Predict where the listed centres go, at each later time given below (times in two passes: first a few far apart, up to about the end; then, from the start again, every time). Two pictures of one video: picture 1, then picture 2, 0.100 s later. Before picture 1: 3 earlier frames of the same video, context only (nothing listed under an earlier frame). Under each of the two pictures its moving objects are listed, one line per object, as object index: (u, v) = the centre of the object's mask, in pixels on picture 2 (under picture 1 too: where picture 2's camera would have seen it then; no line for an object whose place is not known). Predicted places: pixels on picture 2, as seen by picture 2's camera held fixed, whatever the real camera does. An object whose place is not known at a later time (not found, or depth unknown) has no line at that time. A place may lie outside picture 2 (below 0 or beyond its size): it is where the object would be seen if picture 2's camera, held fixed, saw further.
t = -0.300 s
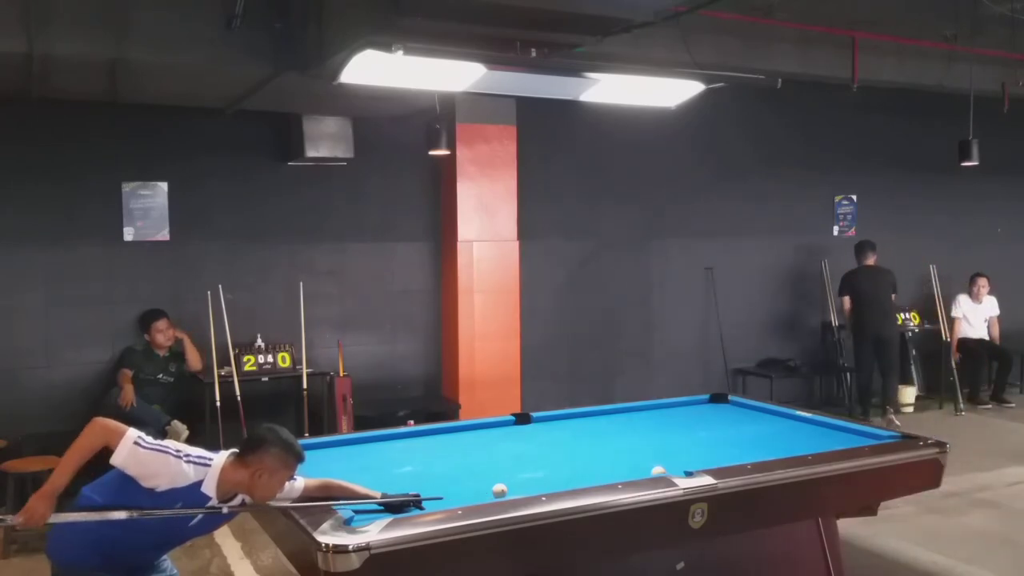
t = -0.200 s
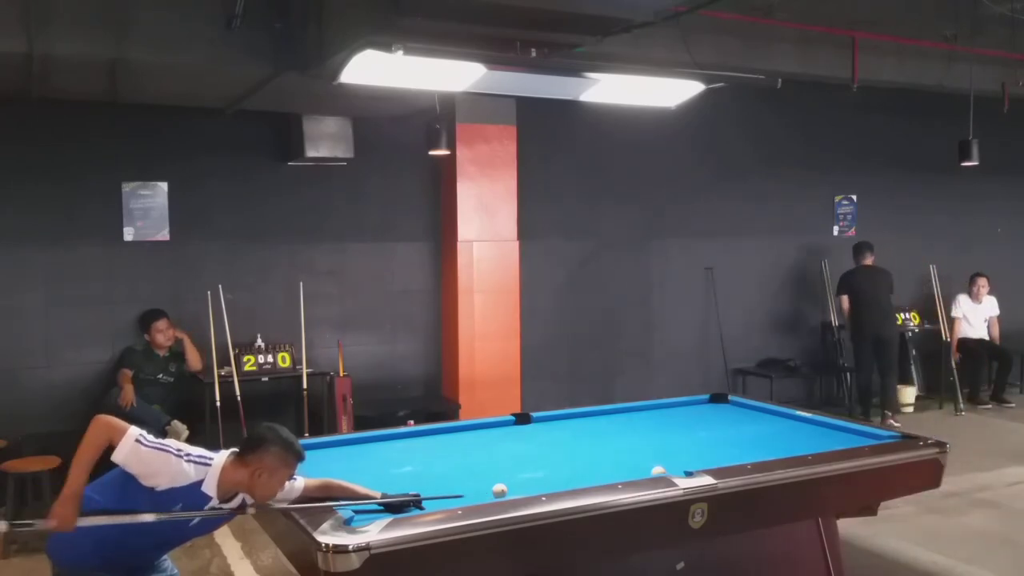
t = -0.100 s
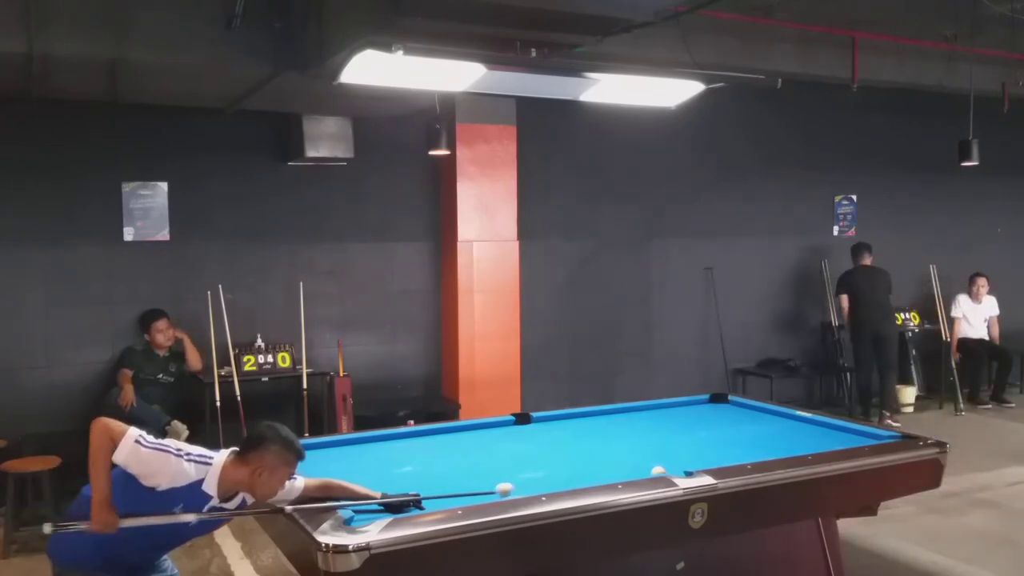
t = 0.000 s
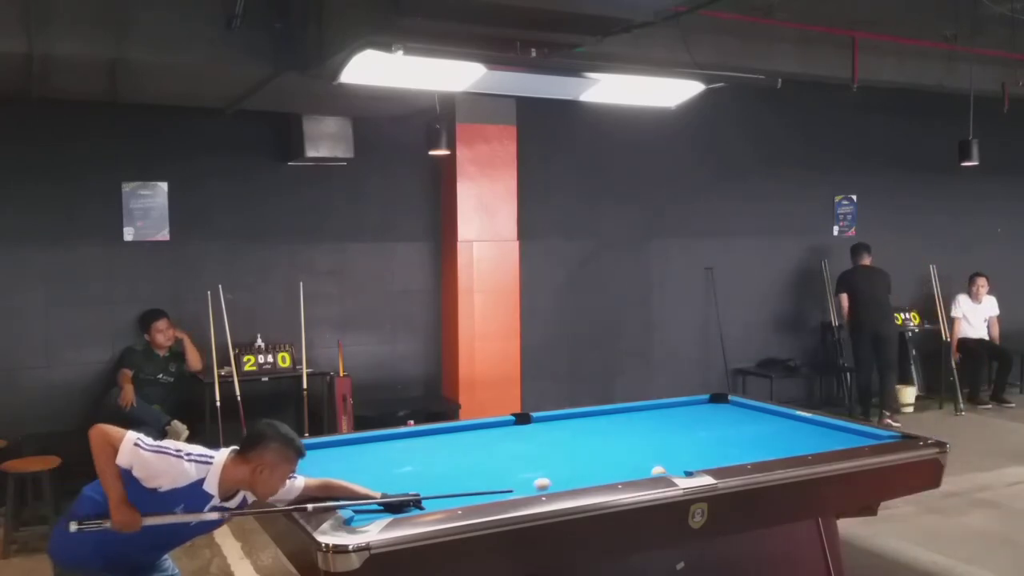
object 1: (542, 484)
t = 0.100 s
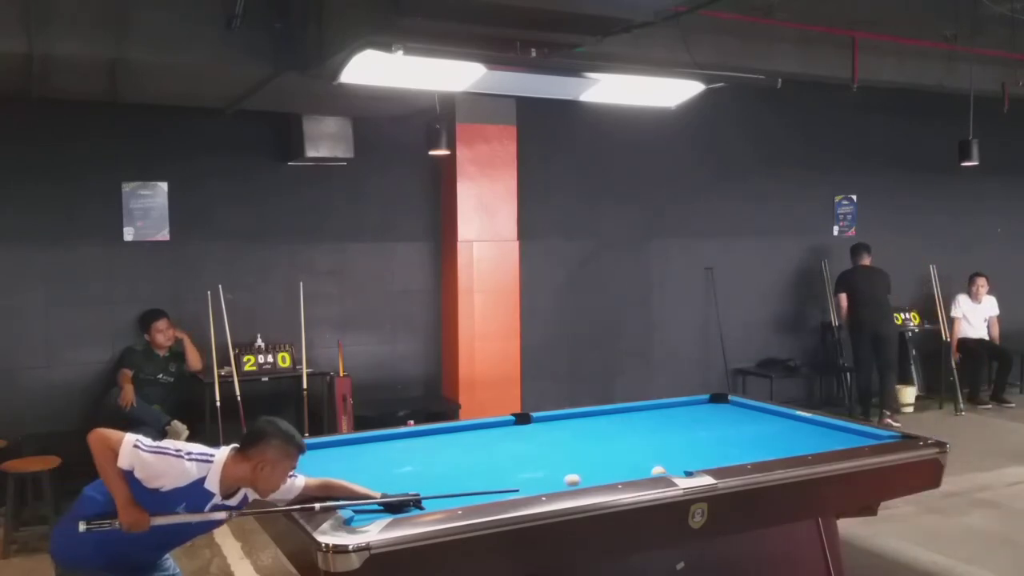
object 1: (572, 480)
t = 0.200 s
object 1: (600, 476)
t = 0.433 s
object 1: (648, 468)
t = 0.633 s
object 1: (665, 462)
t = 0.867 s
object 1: (683, 453)
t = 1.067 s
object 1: (697, 447)
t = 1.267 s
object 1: (710, 441)
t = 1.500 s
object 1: (723, 435)
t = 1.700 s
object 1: (734, 430)
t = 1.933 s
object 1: (745, 425)
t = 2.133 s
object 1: (754, 420)
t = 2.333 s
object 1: (762, 416)
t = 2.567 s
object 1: (770, 412)
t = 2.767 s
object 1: (759, 412)
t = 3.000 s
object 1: (745, 412)
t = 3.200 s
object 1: (733, 412)
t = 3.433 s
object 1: (720, 412)
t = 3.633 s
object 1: (710, 412)
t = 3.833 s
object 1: (700, 412)
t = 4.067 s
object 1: (689, 412)
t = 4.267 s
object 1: (681, 413)
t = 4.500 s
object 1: (672, 413)
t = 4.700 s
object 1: (665, 413)
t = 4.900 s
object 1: (658, 413)
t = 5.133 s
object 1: (651, 413)
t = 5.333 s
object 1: (646, 413)
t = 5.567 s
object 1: (641, 413)
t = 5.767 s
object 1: (637, 414)
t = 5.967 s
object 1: (634, 414)
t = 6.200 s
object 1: (631, 414)
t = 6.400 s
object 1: (629, 414)
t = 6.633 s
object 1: (628, 414)
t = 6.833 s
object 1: (628, 414)
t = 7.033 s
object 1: (627, 414)
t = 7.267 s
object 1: (627, 414)
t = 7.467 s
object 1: (627, 414)
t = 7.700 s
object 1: (627, 414)
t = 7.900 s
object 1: (627, 414)
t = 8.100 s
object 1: (627, 414)
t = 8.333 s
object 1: (627, 414)
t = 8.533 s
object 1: (627, 414)
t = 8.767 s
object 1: (627, 414)
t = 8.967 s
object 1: (627, 414)
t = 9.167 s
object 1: (627, 414)
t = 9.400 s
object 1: (627, 414)
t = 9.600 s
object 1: (627, 414)
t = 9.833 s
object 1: (627, 414)
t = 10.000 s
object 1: (627, 414)
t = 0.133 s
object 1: (581, 479)
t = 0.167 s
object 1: (591, 477)
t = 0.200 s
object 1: (600, 476)
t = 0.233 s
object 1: (609, 475)
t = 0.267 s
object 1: (618, 474)
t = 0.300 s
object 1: (627, 472)
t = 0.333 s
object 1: (636, 471)
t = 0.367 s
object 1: (644, 470)
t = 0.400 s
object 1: (646, 469)
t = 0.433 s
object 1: (648, 468)
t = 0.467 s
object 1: (651, 467)
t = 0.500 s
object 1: (654, 467)
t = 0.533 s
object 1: (657, 466)
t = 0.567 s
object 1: (660, 465)
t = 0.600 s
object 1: (663, 463)
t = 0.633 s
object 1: (665, 462)
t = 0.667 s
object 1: (668, 460)
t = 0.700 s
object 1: (671, 459)
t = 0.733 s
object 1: (673, 458)
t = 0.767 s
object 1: (676, 457)
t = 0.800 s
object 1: (678, 456)
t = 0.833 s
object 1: (681, 455)
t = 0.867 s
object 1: (683, 453)
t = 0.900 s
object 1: (686, 452)
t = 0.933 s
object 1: (688, 451)
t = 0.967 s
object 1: (690, 450)
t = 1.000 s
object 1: (692, 449)
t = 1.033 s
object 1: (695, 448)
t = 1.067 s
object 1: (697, 447)
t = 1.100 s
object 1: (699, 446)
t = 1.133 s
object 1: (701, 445)
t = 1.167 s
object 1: (704, 444)
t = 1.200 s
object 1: (706, 443)
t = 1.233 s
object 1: (708, 442)
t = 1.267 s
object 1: (710, 441)
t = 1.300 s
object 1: (712, 440)
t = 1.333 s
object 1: (714, 439)
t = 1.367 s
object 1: (716, 438)
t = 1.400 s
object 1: (718, 438)
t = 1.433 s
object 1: (720, 436)
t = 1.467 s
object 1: (722, 436)
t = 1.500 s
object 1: (723, 435)
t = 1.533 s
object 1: (725, 434)
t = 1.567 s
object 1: (727, 433)
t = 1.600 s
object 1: (729, 432)
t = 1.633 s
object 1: (731, 431)
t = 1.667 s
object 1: (732, 431)
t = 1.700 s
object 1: (734, 430)
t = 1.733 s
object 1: (736, 429)
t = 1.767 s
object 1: (737, 428)
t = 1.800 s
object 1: (739, 428)
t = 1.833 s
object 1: (741, 427)
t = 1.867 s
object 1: (742, 426)
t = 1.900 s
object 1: (744, 425)
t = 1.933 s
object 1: (745, 425)
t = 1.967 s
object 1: (747, 424)
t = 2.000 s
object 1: (748, 423)
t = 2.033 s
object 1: (750, 422)
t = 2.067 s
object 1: (751, 422)
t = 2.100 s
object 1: (753, 421)
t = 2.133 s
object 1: (754, 420)
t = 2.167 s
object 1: (756, 419)
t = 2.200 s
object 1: (757, 419)
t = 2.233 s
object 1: (758, 418)
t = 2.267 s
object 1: (759, 417)
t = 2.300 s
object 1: (761, 417)
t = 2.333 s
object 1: (762, 416)
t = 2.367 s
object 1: (763, 416)
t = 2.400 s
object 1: (765, 415)
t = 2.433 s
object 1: (766, 414)
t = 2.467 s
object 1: (767, 414)
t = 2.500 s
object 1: (768, 413)
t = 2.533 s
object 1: (769, 412)
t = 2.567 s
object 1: (770, 412)
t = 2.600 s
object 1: (770, 411)
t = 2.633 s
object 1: (768, 411)
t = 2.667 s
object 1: (766, 411)
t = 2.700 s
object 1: (763, 412)
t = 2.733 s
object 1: (761, 412)
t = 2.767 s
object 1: (759, 412)
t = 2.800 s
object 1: (757, 412)
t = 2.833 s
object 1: (755, 412)
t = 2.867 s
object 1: (753, 412)
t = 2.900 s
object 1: (751, 412)
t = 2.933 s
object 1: (749, 412)
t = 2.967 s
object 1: (747, 412)
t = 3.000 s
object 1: (745, 412)
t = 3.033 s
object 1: (743, 412)
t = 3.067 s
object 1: (740, 412)
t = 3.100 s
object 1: (739, 412)
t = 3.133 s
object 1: (737, 412)
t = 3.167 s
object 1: (735, 412)
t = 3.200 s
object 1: (733, 412)
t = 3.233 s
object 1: (731, 412)
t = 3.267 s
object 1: (729, 412)
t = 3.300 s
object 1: (727, 412)
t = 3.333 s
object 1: (725, 412)
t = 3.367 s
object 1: (724, 412)
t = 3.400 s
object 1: (722, 412)
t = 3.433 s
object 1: (720, 412)
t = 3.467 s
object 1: (718, 412)
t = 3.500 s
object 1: (716, 412)
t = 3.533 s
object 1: (715, 412)
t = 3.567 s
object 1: (713, 412)
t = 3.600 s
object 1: (711, 412)
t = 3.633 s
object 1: (710, 412)
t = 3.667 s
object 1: (708, 412)
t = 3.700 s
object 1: (706, 412)
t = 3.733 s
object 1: (705, 412)
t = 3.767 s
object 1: (703, 412)
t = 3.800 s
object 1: (702, 412)
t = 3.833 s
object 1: (700, 412)
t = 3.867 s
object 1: (698, 412)
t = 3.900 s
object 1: (697, 412)
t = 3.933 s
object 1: (695, 412)
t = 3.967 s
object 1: (694, 412)
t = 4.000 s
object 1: (692, 412)
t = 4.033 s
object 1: (690, 412)
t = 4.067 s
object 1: (689, 412)
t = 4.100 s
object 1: (688, 412)
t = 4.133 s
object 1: (686, 413)
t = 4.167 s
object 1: (685, 413)
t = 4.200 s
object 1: (684, 413)
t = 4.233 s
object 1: (682, 413)
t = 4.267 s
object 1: (681, 413)
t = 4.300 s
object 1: (679, 413)
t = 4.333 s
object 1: (678, 413)
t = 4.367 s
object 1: (677, 413)
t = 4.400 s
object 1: (675, 413)
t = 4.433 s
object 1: (674, 413)
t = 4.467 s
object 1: (673, 413)
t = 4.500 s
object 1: (672, 413)
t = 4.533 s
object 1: (671, 413)
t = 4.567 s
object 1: (669, 413)
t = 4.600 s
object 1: (668, 413)
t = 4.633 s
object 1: (667, 413)
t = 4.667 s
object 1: (666, 413)
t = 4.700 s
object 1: (665, 413)
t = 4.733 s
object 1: (663, 413)
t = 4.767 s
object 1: (662, 413)
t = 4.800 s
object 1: (661, 413)
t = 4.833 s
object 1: (660, 413)
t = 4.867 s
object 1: (659, 413)
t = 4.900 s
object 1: (658, 413)
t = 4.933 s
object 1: (657, 413)
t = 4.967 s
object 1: (656, 413)
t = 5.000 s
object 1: (655, 413)
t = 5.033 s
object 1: (654, 413)
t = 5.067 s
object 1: (653, 413)
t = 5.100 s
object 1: (652, 413)
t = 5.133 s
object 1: (651, 413)
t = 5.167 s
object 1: (650, 413)
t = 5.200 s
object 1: (650, 413)
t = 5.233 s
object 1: (649, 413)
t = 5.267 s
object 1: (648, 413)
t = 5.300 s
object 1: (647, 413)
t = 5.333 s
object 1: (646, 413)
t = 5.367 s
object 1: (645, 413)
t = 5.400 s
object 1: (645, 413)
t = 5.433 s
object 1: (644, 413)
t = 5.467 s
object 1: (643, 413)
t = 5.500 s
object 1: (642, 413)
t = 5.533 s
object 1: (642, 414)
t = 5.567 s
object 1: (641, 413)
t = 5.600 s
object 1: (640, 413)
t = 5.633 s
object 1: (640, 414)
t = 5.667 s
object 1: (639, 413)
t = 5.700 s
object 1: (638, 414)
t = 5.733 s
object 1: (638, 414)
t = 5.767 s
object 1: (637, 414)
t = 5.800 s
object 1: (637, 414)
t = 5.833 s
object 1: (636, 414)
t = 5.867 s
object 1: (635, 414)
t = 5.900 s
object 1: (635, 414)
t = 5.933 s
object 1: (635, 414)
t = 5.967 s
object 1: (634, 414)
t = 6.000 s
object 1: (634, 414)
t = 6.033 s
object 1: (633, 414)
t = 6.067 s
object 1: (633, 414)
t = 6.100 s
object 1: (632, 414)
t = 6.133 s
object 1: (632, 414)
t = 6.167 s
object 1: (631, 414)
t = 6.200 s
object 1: (631, 414)
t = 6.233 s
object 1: (631, 414)
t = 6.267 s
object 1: (630, 414)
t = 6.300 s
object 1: (630, 414)
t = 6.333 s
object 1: (630, 414)
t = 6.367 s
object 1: (629, 414)
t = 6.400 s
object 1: (629, 414)
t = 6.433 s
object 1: (629, 414)
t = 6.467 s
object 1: (629, 414)
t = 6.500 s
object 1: (628, 414)
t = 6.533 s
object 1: (628, 414)
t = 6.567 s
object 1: (628, 414)
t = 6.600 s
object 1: (628, 414)
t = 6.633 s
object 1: (628, 414)
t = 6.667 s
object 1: (628, 414)
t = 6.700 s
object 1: (628, 414)
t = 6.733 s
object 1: (628, 414)
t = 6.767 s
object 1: (628, 414)
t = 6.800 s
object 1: (628, 414)
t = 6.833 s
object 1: (628, 414)
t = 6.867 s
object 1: (627, 414)
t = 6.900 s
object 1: (627, 414)
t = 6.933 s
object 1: (628, 414)
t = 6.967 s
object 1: (628, 414)
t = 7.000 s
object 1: (627, 414)
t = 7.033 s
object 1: (627, 414)
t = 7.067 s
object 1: (627, 414)
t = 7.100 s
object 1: (627, 414)
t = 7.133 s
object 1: (627, 414)
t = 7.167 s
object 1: (627, 414)
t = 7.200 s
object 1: (627, 414)
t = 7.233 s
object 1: (627, 414)
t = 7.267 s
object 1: (627, 414)
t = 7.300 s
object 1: (627, 414)
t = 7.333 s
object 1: (627, 414)
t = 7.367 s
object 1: (627, 414)
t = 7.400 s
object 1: (627, 414)
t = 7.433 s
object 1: (627, 414)
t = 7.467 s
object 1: (627, 414)
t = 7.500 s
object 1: (627, 414)
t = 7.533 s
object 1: (627, 414)
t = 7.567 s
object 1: (627, 414)
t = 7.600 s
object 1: (627, 414)
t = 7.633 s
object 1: (627, 414)
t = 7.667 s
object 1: (627, 414)
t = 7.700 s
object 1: (627, 414)
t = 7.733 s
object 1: (627, 414)
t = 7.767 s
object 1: (627, 414)
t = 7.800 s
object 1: (627, 414)
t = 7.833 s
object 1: (627, 414)
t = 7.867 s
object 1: (627, 414)
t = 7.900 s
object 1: (627, 414)
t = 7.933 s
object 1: (627, 414)
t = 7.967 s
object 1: (627, 414)
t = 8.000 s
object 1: (627, 414)
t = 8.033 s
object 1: (627, 414)
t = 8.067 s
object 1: (627, 414)
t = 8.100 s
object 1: (627, 414)
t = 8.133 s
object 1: (627, 414)
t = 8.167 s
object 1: (627, 414)
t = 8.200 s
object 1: (627, 414)
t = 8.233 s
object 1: (627, 414)
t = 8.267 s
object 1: (627, 414)
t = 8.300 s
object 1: (627, 414)
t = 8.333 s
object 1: (627, 414)
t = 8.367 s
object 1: (627, 414)
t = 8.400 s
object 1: (627, 414)
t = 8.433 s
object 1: (627, 414)
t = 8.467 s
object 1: (627, 414)
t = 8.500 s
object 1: (627, 414)
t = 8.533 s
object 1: (627, 414)
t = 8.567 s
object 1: (627, 414)
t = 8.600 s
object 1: (627, 414)
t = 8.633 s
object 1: (627, 414)
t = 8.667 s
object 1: (627, 414)
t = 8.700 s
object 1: (627, 414)
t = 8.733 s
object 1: (627, 414)
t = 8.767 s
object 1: (627, 414)
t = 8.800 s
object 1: (627, 414)
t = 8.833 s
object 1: (627, 414)
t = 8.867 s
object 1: (627, 414)
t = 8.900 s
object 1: (627, 414)
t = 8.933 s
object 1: (627, 414)
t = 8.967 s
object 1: (627, 414)
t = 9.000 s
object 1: (627, 414)
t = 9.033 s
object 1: (627, 414)
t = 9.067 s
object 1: (627, 414)
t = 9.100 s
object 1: (627, 414)
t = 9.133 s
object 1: (627, 414)
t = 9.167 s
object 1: (627, 414)
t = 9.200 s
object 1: (627, 414)
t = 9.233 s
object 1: (627, 414)
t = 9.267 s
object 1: (627, 414)
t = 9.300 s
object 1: (627, 414)
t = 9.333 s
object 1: (627, 414)
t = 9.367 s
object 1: (627, 414)
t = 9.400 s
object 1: (627, 414)
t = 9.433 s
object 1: (627, 414)
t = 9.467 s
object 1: (627, 414)
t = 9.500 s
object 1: (627, 414)
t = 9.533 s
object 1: (627, 414)
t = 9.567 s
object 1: (627, 414)
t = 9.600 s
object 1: (627, 414)
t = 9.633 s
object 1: (627, 414)
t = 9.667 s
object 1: (627, 414)
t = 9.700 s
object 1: (627, 414)
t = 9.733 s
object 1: (627, 414)
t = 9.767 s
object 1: (627, 414)
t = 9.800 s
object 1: (627, 414)
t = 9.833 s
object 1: (627, 414)
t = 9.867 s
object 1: (627, 414)
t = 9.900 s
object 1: (627, 414)
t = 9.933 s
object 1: (627, 414)
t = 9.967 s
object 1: (627, 414)
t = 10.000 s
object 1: (627, 414)
